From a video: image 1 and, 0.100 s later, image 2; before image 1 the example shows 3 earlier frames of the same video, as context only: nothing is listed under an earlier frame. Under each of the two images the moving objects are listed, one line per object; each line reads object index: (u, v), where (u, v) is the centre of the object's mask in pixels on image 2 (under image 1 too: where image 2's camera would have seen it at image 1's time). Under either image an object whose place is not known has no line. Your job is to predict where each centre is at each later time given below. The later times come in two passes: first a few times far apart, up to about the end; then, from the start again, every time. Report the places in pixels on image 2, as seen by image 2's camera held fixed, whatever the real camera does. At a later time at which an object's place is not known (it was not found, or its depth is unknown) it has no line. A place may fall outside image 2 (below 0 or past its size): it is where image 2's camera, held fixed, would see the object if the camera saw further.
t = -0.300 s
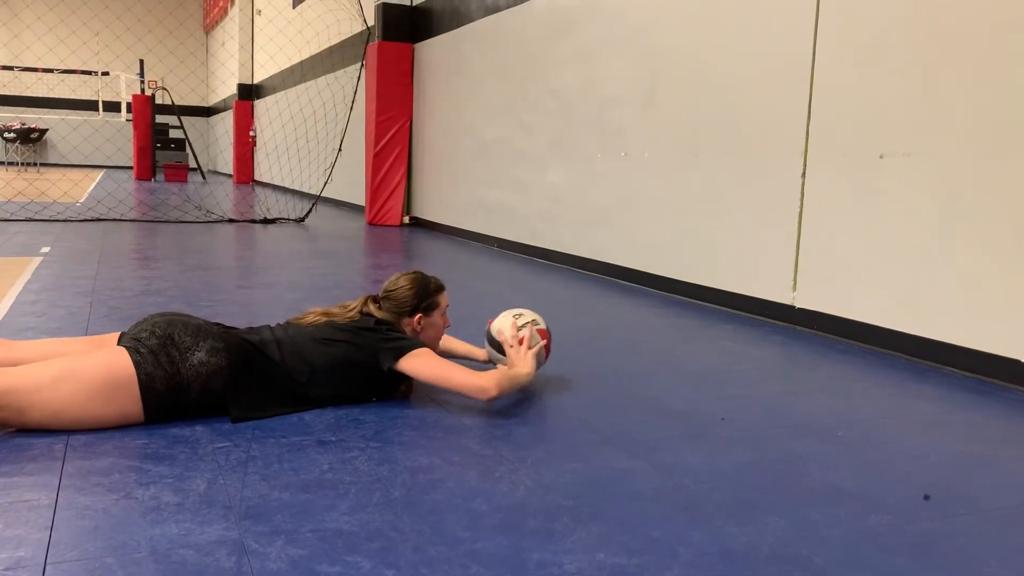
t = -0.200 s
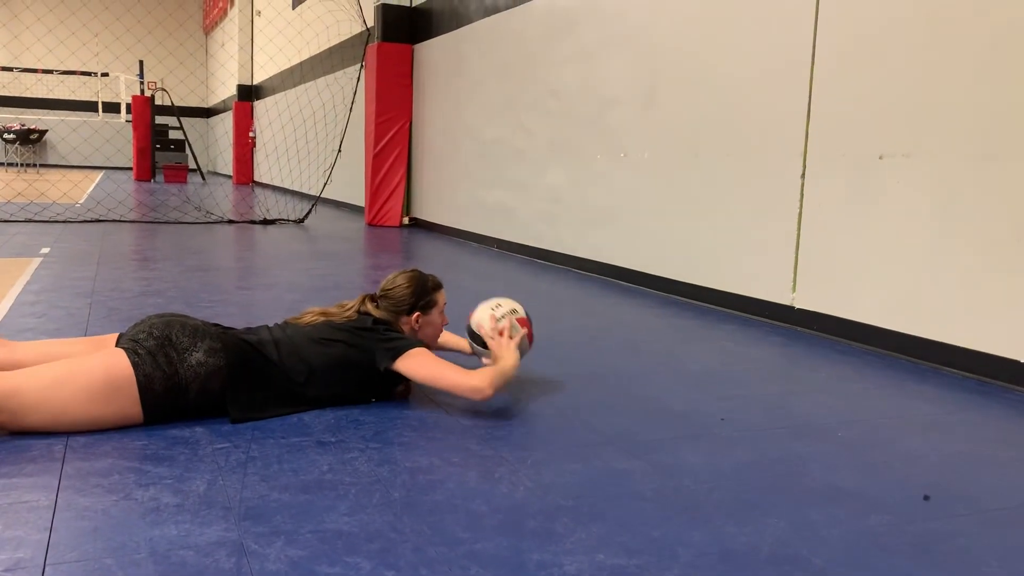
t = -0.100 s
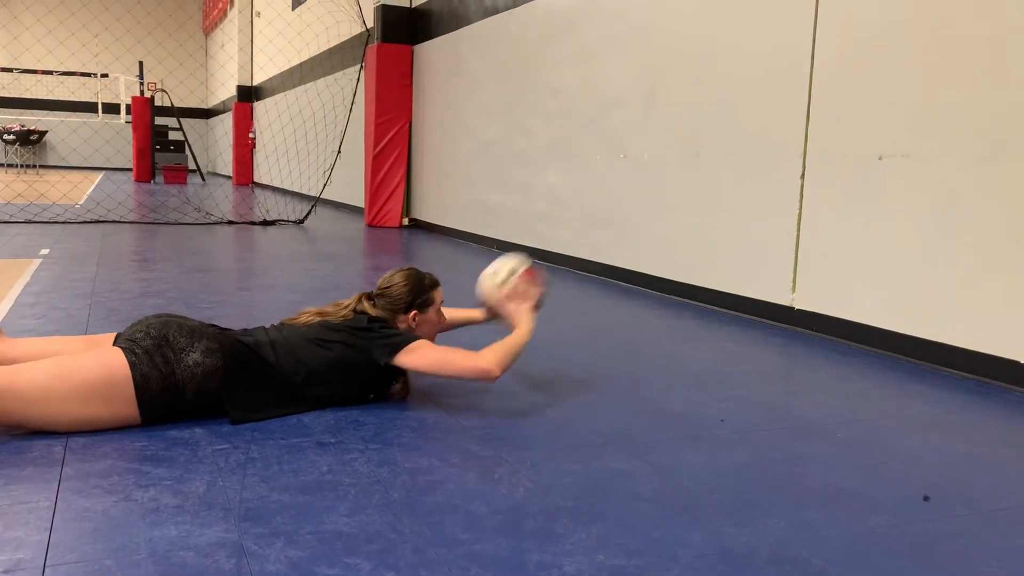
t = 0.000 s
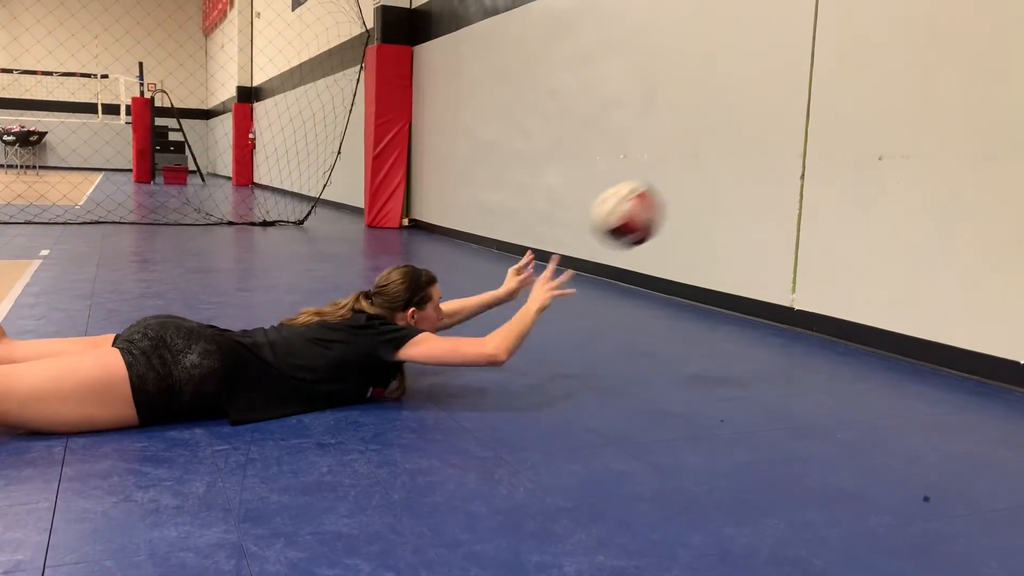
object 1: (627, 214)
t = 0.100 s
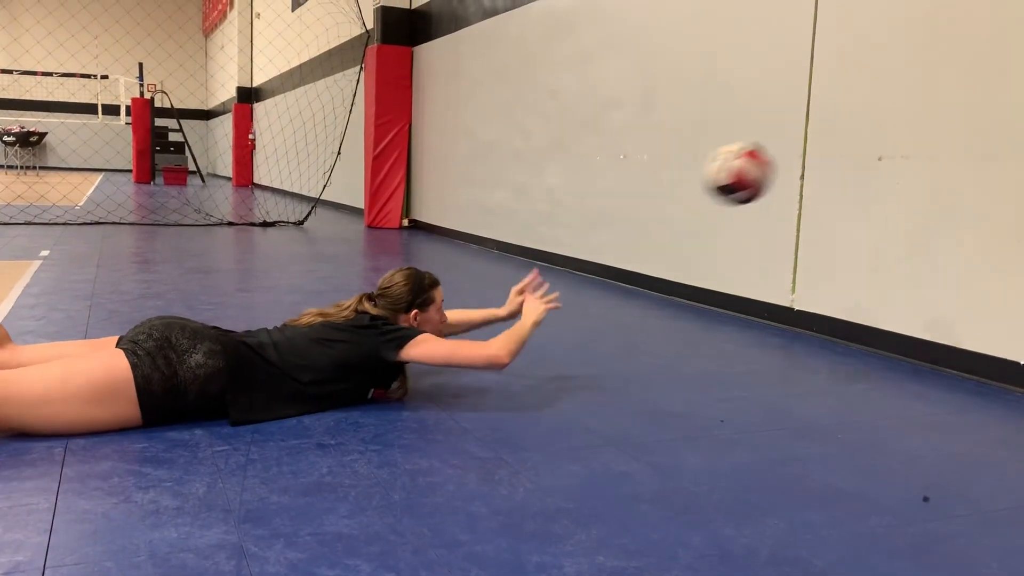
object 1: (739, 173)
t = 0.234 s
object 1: (868, 165)
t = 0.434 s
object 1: (814, 226)
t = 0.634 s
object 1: (667, 319)
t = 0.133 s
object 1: (774, 166)
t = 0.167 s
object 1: (807, 163)
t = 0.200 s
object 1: (838, 162)
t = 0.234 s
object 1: (868, 165)
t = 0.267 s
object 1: (895, 170)
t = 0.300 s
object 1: (908, 177)
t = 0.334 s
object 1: (886, 185)
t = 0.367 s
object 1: (862, 195)
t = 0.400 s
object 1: (840, 208)
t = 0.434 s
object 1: (814, 226)
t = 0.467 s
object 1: (788, 246)
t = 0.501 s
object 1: (762, 270)
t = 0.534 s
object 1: (734, 297)
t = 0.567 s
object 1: (707, 328)
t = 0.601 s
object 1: (684, 344)
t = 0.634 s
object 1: (667, 319)
